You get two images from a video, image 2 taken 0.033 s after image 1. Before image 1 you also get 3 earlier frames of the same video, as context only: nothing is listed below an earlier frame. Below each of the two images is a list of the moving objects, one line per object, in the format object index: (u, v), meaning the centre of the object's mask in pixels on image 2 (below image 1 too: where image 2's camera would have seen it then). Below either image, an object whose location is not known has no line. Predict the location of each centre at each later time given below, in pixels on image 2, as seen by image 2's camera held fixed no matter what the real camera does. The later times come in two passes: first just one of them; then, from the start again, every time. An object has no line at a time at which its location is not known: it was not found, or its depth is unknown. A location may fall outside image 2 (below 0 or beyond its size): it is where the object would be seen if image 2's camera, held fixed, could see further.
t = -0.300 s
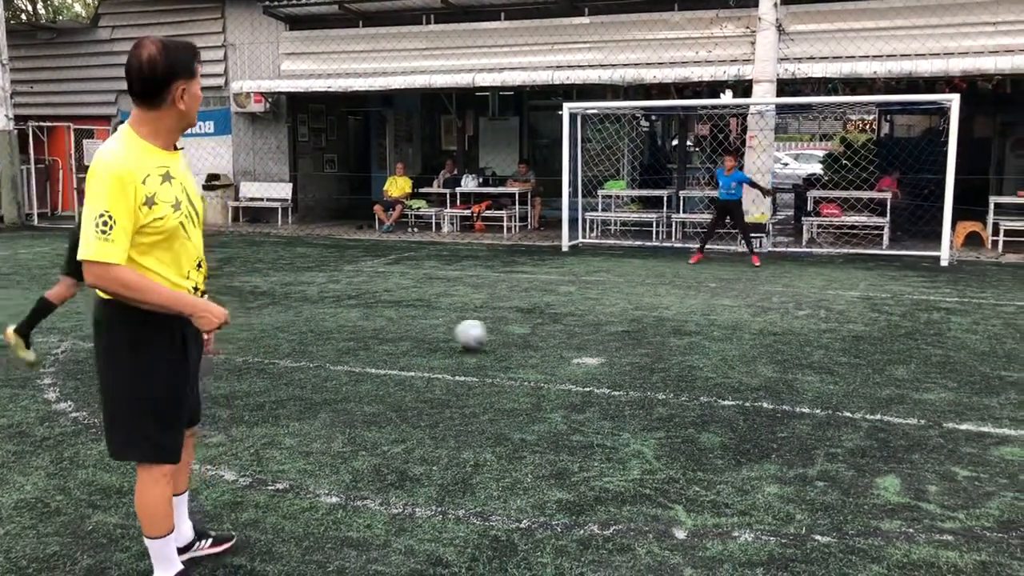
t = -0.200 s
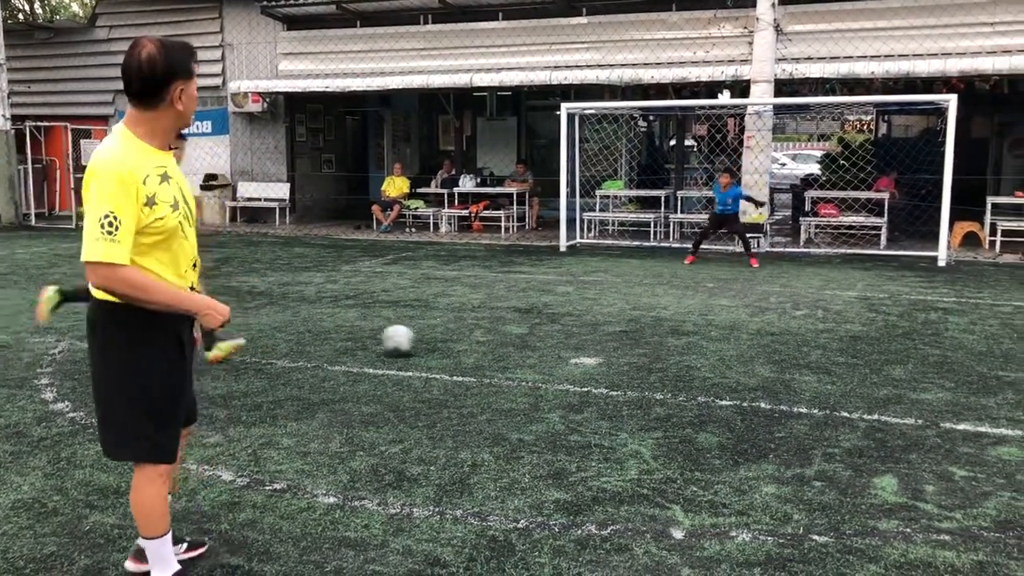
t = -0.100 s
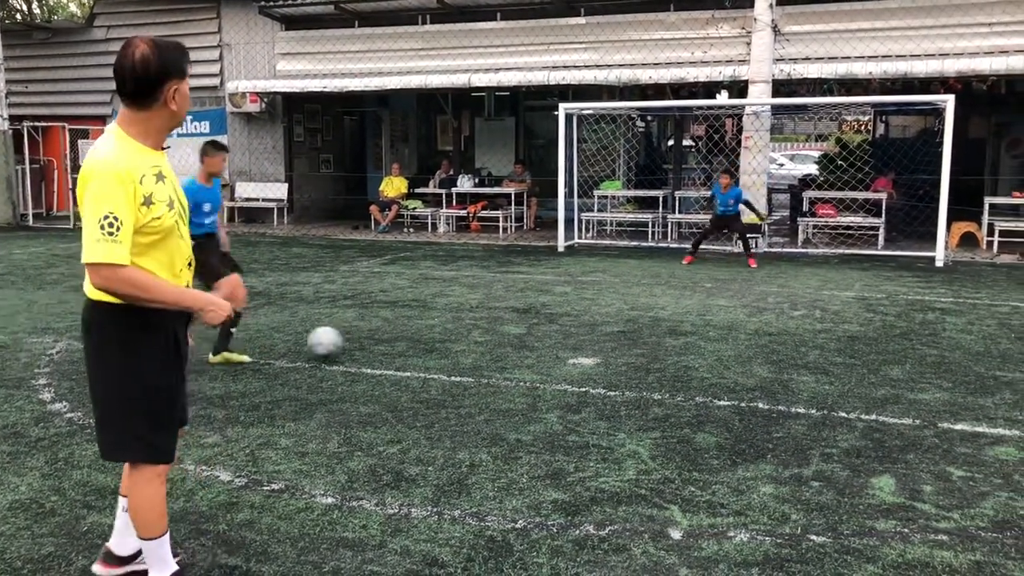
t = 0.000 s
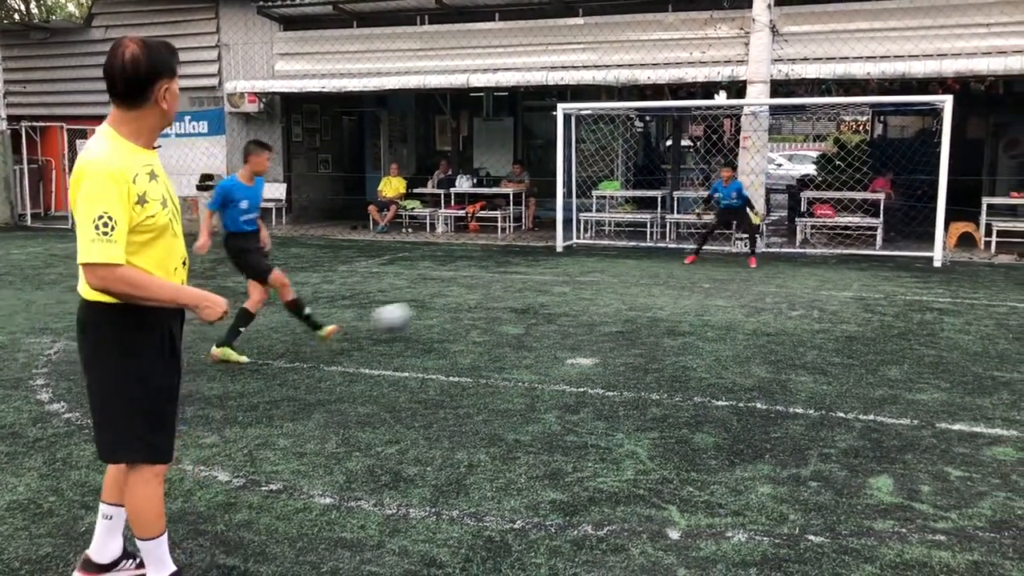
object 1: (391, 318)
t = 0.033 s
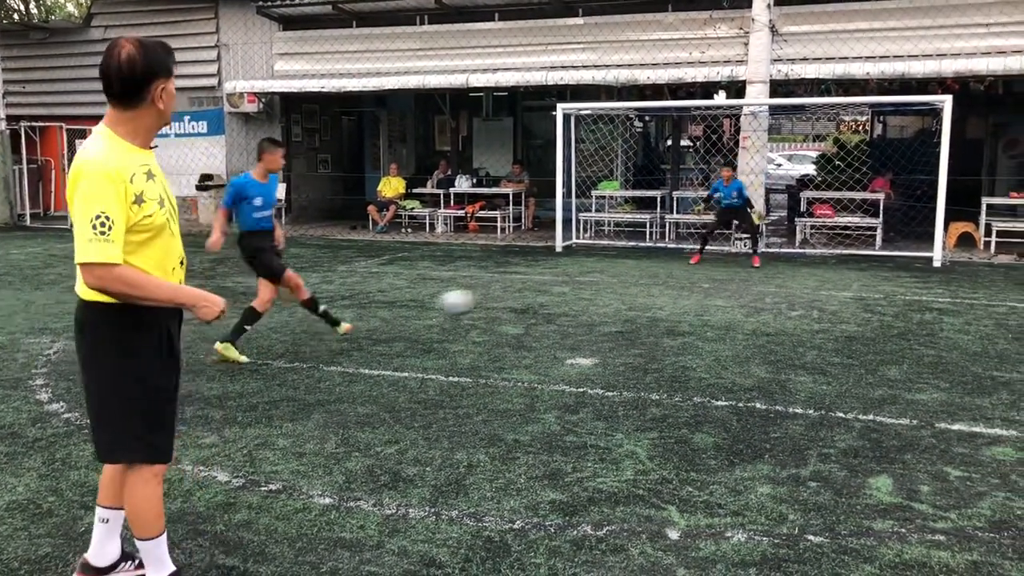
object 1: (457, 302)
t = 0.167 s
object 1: (642, 267)
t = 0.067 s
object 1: (511, 290)
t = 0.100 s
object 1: (561, 280)
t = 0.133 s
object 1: (603, 273)
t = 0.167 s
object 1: (642, 267)
